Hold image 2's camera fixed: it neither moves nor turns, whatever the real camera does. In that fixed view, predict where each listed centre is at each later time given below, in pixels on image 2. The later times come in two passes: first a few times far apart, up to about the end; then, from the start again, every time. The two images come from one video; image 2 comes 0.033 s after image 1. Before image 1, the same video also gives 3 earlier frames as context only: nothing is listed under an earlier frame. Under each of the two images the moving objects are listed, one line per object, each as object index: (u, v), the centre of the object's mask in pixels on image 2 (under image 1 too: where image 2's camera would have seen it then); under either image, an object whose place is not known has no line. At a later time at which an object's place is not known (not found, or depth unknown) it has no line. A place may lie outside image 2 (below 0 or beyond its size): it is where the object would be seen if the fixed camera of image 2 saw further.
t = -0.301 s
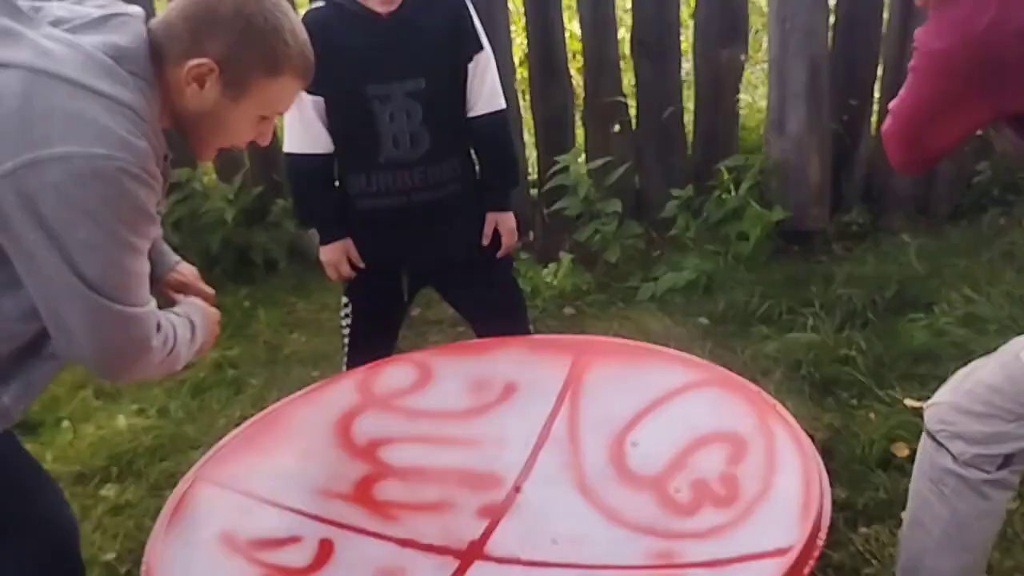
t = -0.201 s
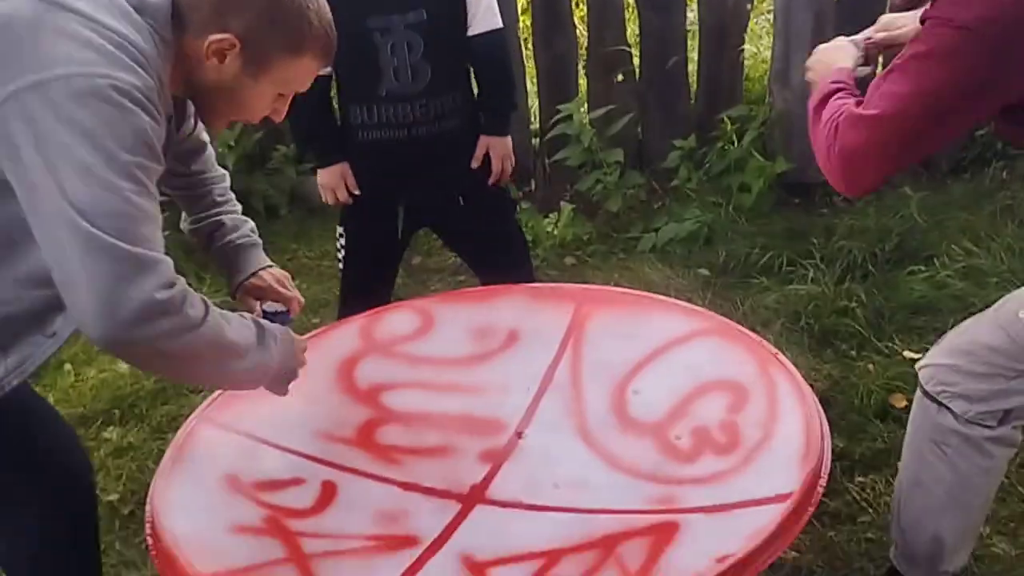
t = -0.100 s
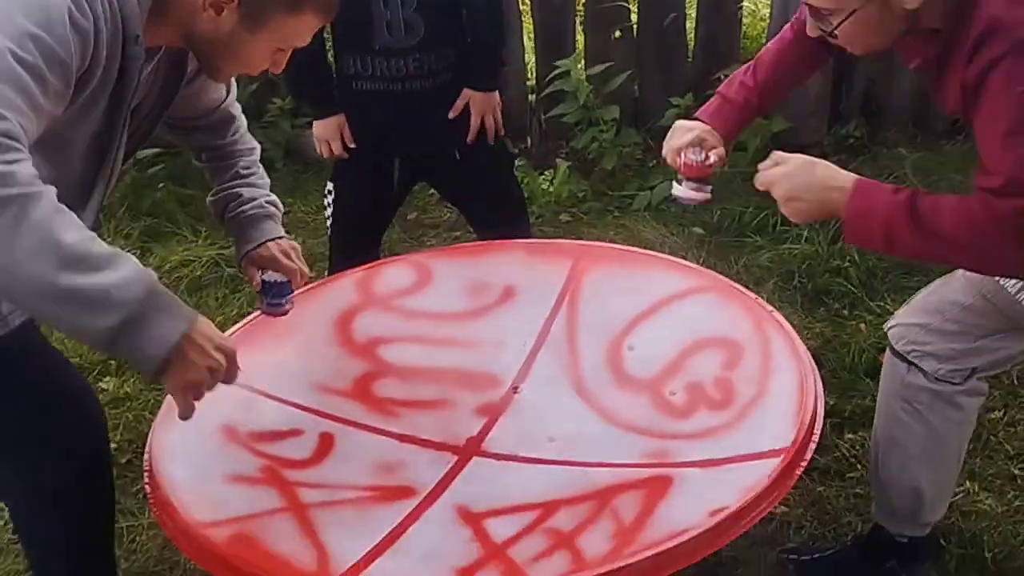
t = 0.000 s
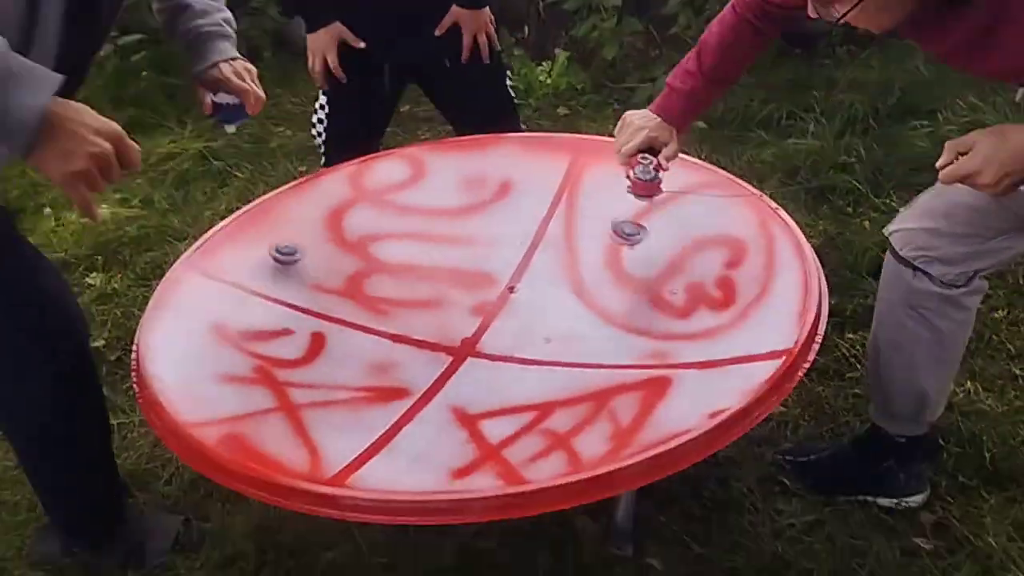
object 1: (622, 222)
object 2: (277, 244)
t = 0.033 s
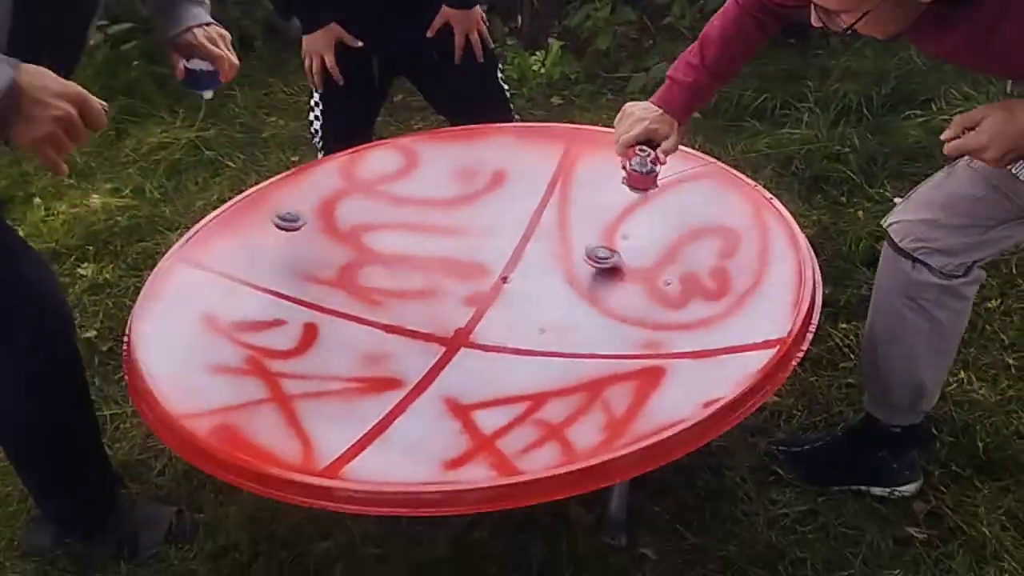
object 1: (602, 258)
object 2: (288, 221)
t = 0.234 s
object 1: (456, 293)
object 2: (368, 200)
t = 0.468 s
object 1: (307, 348)
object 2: (473, 213)
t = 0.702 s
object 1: (201, 362)
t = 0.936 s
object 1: (164, 338)
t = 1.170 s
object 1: (196, 297)
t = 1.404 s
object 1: (299, 273)
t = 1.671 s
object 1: (460, 283)
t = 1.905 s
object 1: (549, 248)
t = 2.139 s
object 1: (615, 253)
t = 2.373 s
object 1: (644, 300)
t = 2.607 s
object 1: (622, 361)
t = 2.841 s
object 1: (527, 396)
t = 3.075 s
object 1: (414, 387)
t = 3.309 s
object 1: (362, 330)
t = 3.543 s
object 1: (399, 267)
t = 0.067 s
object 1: (579, 249)
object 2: (299, 203)
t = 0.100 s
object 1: (555, 245)
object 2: (312, 191)
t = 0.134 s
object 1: (531, 248)
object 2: (325, 185)
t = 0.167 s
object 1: (506, 256)
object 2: (338, 183)
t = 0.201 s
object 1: (482, 271)
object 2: (353, 188)
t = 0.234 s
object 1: (456, 293)
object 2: (368, 200)
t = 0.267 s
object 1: (432, 316)
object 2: (383, 207)
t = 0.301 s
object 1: (410, 310)
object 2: (398, 202)
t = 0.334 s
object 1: (389, 309)
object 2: (414, 202)
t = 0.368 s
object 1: (368, 316)
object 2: (429, 206)
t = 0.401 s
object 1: (349, 328)
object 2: (444, 205)
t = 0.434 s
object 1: (326, 347)
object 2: (459, 209)
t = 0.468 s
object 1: (307, 348)
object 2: (473, 213)
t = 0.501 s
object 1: (291, 345)
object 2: (487, 217)
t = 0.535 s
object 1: (272, 348)
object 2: (501, 220)
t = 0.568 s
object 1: (254, 357)
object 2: (514, 223)
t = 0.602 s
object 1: (242, 361)
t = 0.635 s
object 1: (225, 358)
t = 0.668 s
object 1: (211, 360)
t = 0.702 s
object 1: (201, 362)
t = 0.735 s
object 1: (190, 357)
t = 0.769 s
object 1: (183, 360)
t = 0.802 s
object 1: (176, 356)
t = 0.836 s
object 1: (171, 353)
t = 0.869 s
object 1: (166, 349)
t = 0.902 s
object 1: (165, 343)
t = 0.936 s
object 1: (164, 338)
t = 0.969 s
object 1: (166, 333)
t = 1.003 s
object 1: (166, 327)
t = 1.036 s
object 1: (170, 320)
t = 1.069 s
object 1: (174, 314)
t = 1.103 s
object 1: (180, 308)
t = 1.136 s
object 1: (188, 303)
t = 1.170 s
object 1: (196, 297)
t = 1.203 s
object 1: (206, 292)
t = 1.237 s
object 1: (218, 287)
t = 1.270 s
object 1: (231, 283)
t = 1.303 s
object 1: (245, 279)
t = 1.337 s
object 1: (263, 277)
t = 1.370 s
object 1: (280, 274)
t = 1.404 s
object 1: (299, 273)
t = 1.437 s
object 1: (321, 272)
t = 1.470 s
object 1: (342, 271)
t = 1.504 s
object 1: (359, 272)
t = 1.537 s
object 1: (379, 273)
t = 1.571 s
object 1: (403, 276)
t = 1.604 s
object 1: (421, 277)
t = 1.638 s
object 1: (441, 280)
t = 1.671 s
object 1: (460, 283)
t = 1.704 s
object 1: (476, 279)
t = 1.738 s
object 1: (489, 273)
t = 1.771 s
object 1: (501, 265)
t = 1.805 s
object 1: (514, 260)
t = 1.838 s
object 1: (525, 255)
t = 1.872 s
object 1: (537, 251)
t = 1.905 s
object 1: (549, 248)
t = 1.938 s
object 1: (559, 246)
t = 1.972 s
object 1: (570, 245)
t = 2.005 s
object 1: (580, 244)
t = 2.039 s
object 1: (590, 245)
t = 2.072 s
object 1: (599, 247)
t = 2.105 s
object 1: (607, 250)
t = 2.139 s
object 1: (615, 253)
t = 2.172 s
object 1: (622, 257)
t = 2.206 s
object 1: (629, 262)
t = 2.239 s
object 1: (636, 269)
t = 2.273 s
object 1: (638, 275)
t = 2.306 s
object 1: (641, 283)
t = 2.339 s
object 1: (643, 291)
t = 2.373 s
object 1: (644, 300)
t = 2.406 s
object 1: (645, 308)
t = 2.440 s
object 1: (645, 316)
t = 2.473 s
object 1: (643, 325)
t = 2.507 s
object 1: (641, 334)
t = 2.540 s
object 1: (637, 344)
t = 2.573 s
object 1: (630, 352)
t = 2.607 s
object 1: (622, 361)
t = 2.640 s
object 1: (609, 368)
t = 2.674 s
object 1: (598, 376)
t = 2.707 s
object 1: (585, 382)
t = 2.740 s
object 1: (572, 387)
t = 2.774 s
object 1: (559, 391)
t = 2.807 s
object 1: (543, 394)
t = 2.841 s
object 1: (527, 396)
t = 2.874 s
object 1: (510, 399)
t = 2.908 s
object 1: (494, 399)
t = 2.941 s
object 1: (475, 401)
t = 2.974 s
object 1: (458, 399)
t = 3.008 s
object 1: (442, 396)
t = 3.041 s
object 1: (428, 393)
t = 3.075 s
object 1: (414, 387)
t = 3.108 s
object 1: (402, 381)
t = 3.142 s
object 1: (390, 376)
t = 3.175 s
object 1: (383, 368)
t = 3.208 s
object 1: (375, 359)
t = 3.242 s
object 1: (368, 350)
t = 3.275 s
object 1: (365, 341)
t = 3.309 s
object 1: (362, 330)
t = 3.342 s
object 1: (364, 321)
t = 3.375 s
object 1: (366, 310)
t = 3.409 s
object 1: (373, 300)
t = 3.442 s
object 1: (377, 292)
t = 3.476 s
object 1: (383, 282)
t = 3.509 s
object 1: (392, 275)
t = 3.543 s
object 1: (399, 267)
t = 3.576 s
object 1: (410, 260)
